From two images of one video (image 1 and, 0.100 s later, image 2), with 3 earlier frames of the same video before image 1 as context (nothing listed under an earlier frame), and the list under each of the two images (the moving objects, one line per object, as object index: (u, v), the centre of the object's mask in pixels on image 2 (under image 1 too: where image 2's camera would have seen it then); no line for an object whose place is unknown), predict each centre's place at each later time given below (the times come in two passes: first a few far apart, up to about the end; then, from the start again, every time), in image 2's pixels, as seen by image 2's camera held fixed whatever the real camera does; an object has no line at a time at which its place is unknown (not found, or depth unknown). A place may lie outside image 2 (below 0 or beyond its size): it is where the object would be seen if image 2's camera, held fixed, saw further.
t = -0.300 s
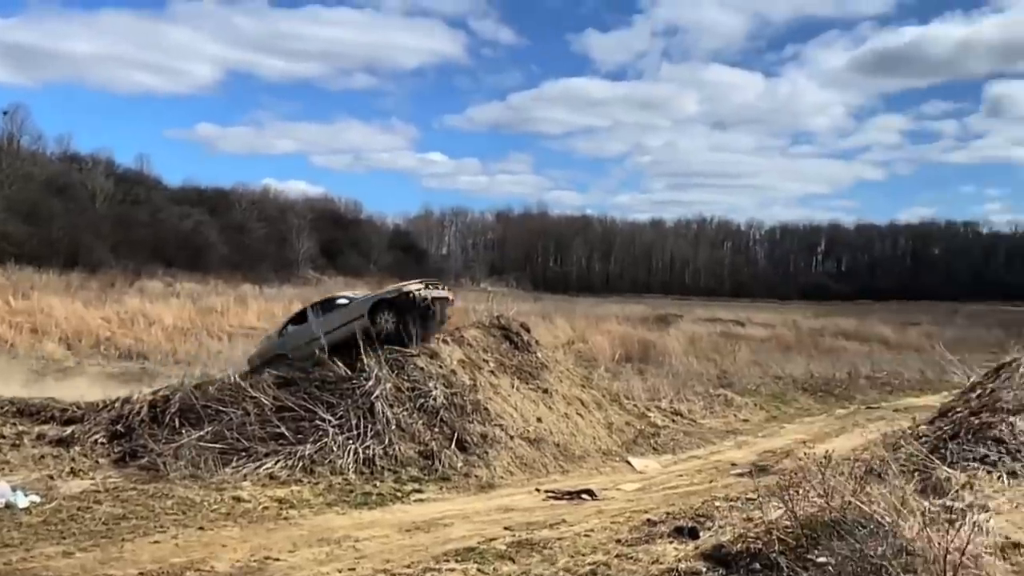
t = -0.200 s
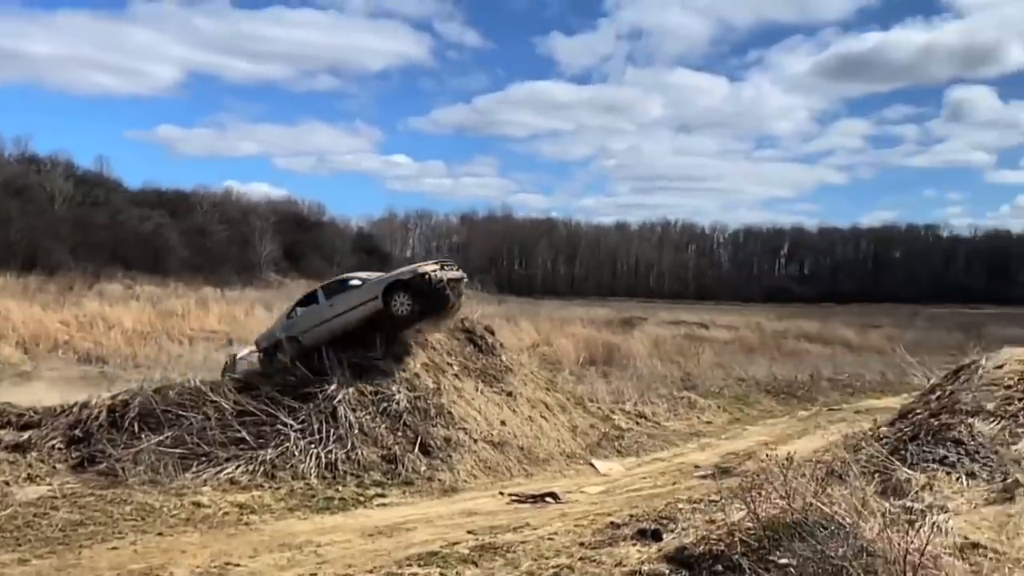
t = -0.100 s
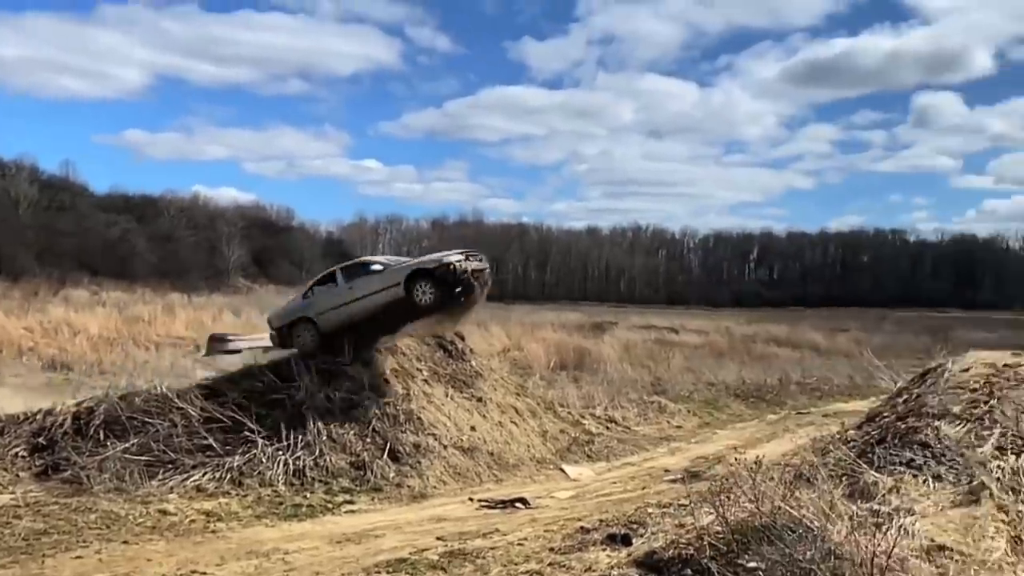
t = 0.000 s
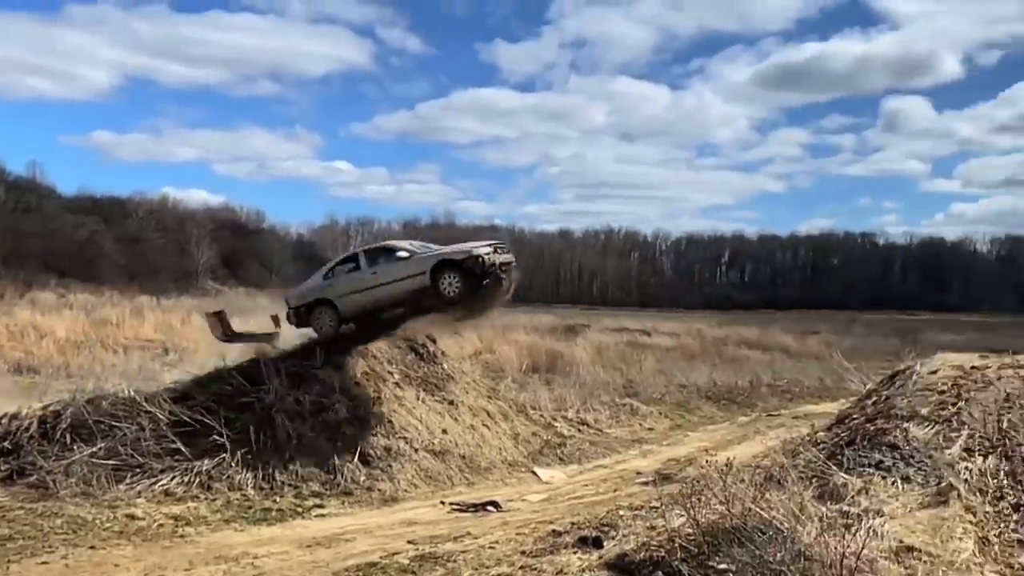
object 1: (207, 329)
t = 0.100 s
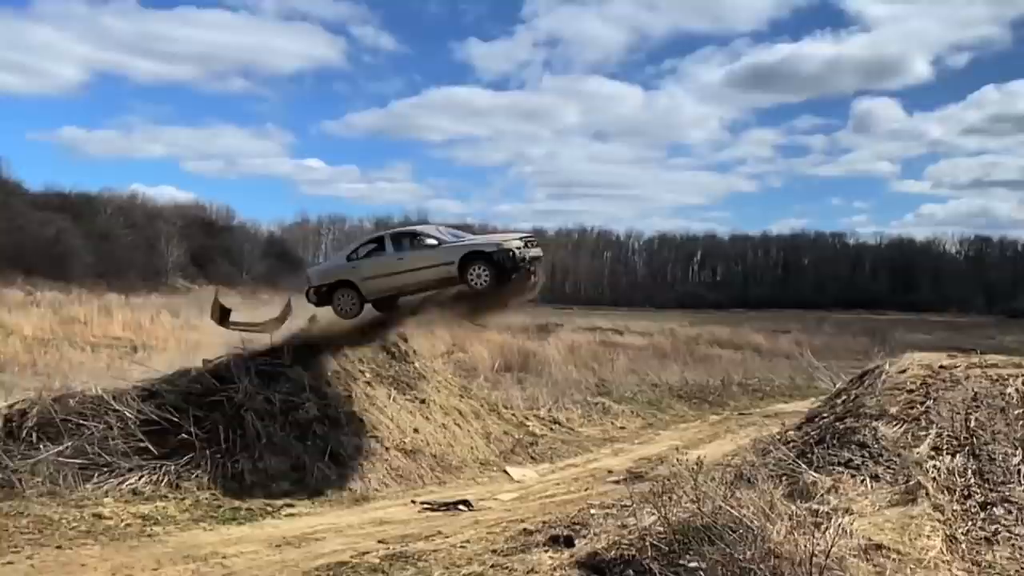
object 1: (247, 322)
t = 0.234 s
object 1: (291, 320)
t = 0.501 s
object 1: (348, 332)
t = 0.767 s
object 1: (419, 381)
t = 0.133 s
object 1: (262, 318)
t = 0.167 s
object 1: (271, 318)
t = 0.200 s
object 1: (282, 319)
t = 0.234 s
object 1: (291, 320)
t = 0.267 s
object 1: (298, 321)
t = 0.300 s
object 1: (306, 322)
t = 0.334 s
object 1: (314, 321)
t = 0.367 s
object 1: (324, 321)
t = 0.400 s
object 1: (329, 325)
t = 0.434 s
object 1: (334, 329)
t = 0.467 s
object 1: (340, 332)
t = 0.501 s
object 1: (348, 332)
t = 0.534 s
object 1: (355, 335)
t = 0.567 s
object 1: (365, 340)
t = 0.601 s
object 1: (374, 346)
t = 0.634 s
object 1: (382, 351)
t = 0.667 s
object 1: (388, 356)
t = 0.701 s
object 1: (394, 365)
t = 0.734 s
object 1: (408, 375)
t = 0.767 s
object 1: (419, 381)
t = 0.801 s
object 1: (429, 391)
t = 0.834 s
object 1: (438, 401)
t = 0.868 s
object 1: (451, 416)
